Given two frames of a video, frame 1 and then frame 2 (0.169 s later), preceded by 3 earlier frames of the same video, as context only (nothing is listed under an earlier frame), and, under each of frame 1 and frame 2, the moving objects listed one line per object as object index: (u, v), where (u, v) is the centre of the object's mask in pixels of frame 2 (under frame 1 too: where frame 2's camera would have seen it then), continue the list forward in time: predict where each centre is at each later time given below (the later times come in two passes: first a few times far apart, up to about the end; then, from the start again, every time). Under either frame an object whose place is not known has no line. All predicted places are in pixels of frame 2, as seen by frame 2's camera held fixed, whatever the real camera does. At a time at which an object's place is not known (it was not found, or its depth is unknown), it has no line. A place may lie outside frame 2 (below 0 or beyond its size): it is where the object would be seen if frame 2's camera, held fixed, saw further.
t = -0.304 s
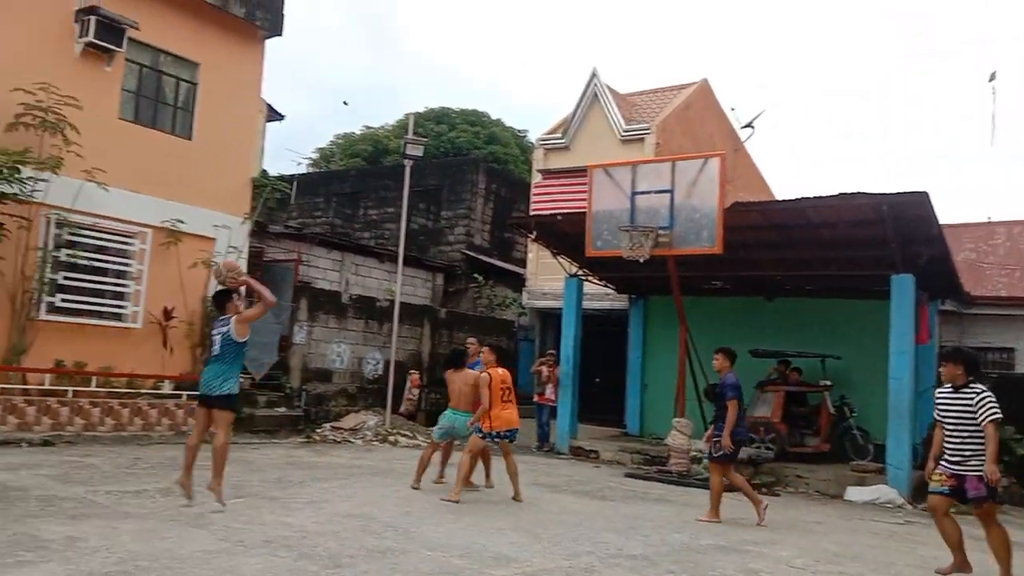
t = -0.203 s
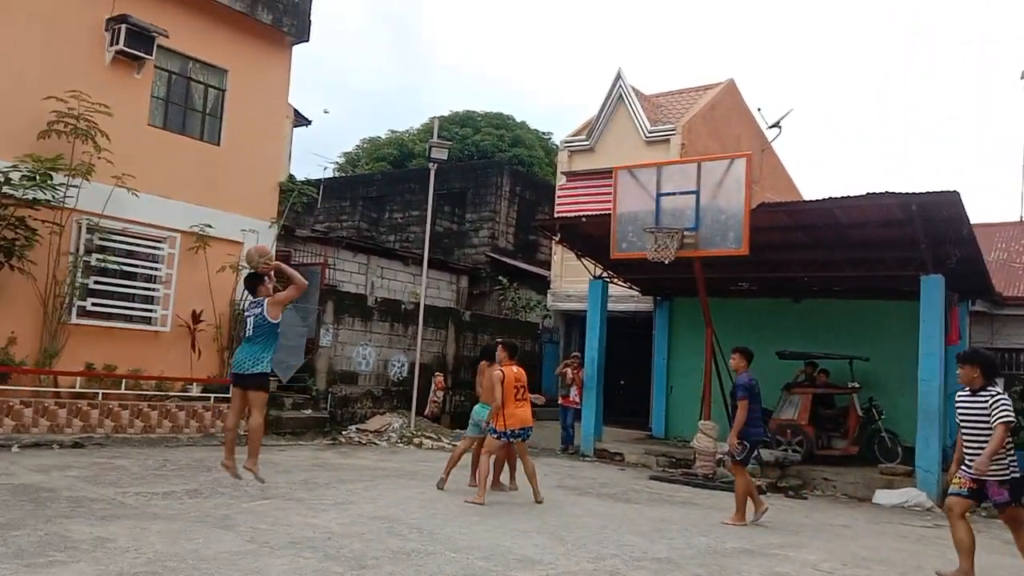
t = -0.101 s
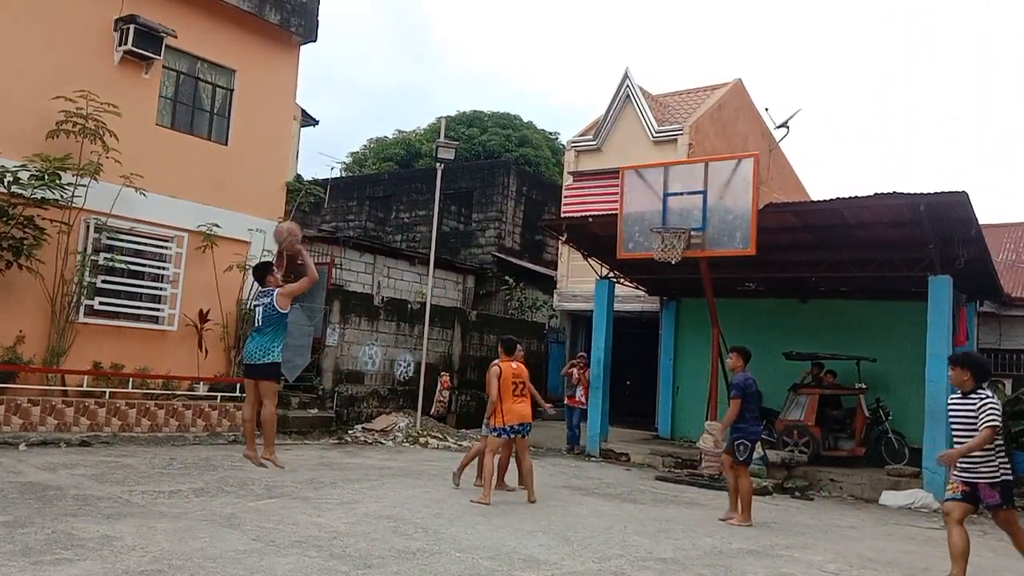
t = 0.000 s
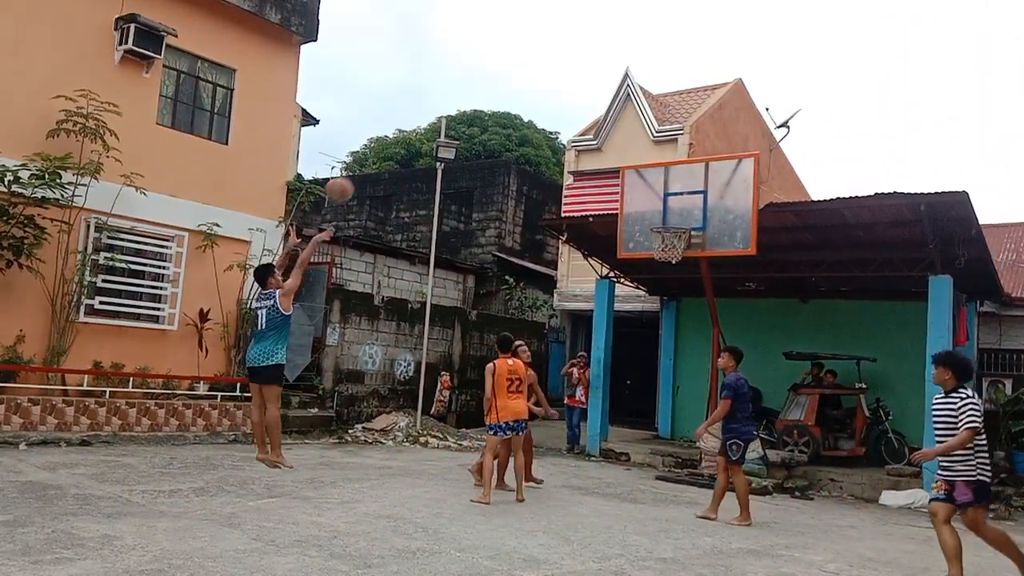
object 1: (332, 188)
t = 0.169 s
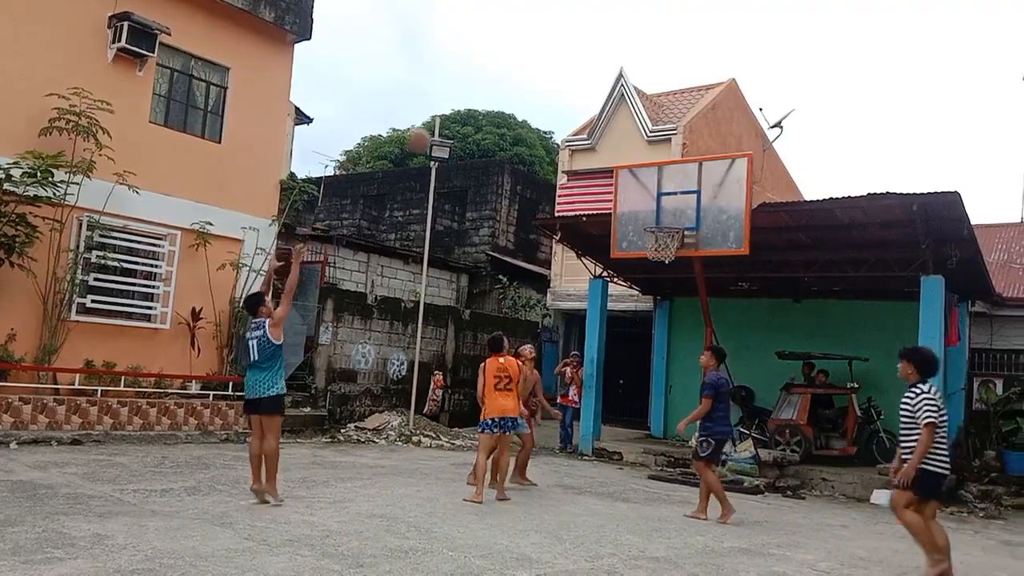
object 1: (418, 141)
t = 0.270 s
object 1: (463, 126)
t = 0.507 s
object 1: (552, 132)
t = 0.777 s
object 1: (634, 192)
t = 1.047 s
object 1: (687, 217)
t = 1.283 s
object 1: (685, 201)
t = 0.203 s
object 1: (433, 134)
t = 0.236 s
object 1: (449, 130)
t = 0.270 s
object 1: (463, 126)
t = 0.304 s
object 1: (477, 122)
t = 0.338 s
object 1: (491, 122)
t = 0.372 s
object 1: (504, 122)
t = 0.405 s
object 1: (516, 123)
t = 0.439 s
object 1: (529, 125)
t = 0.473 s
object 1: (540, 128)
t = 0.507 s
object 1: (552, 132)
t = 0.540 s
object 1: (563, 137)
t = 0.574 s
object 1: (575, 142)
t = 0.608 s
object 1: (585, 148)
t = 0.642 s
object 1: (596, 156)
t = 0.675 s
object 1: (606, 164)
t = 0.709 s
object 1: (615, 172)
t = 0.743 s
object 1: (625, 180)
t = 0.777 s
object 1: (634, 192)
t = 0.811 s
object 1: (643, 203)
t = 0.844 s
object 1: (652, 215)
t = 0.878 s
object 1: (658, 218)
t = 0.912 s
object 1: (664, 218)
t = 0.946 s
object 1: (672, 218)
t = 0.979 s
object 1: (678, 219)
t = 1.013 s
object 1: (683, 219)
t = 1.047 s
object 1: (687, 217)
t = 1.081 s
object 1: (689, 212)
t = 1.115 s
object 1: (688, 208)
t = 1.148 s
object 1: (688, 206)
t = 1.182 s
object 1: (687, 202)
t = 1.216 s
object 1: (686, 201)
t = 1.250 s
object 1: (685, 201)
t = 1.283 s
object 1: (685, 201)
